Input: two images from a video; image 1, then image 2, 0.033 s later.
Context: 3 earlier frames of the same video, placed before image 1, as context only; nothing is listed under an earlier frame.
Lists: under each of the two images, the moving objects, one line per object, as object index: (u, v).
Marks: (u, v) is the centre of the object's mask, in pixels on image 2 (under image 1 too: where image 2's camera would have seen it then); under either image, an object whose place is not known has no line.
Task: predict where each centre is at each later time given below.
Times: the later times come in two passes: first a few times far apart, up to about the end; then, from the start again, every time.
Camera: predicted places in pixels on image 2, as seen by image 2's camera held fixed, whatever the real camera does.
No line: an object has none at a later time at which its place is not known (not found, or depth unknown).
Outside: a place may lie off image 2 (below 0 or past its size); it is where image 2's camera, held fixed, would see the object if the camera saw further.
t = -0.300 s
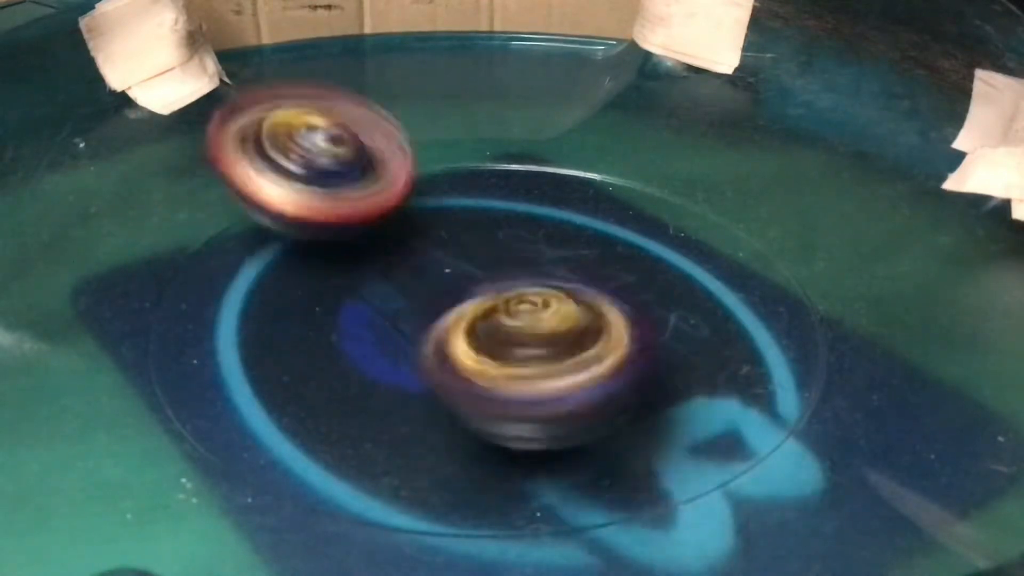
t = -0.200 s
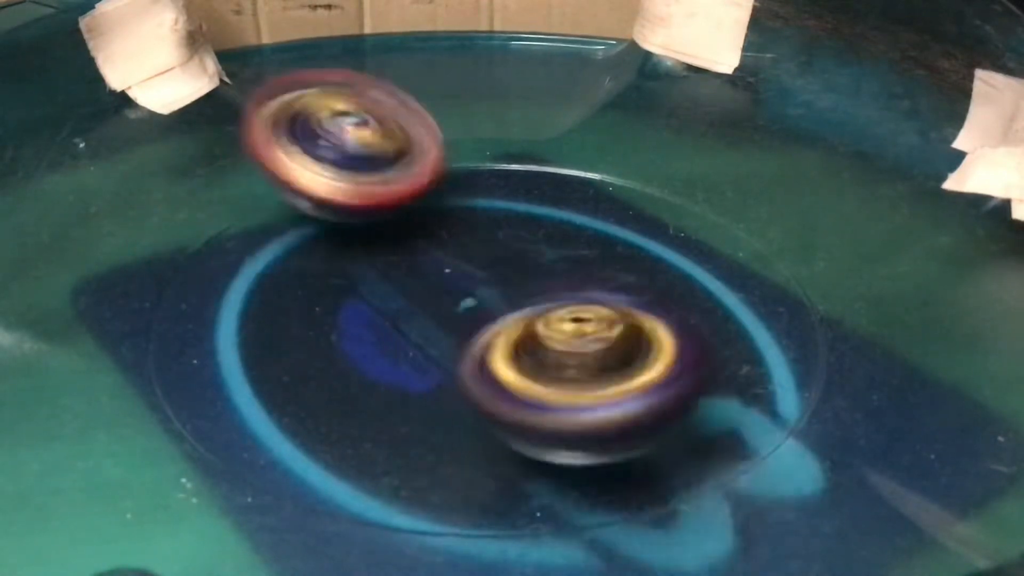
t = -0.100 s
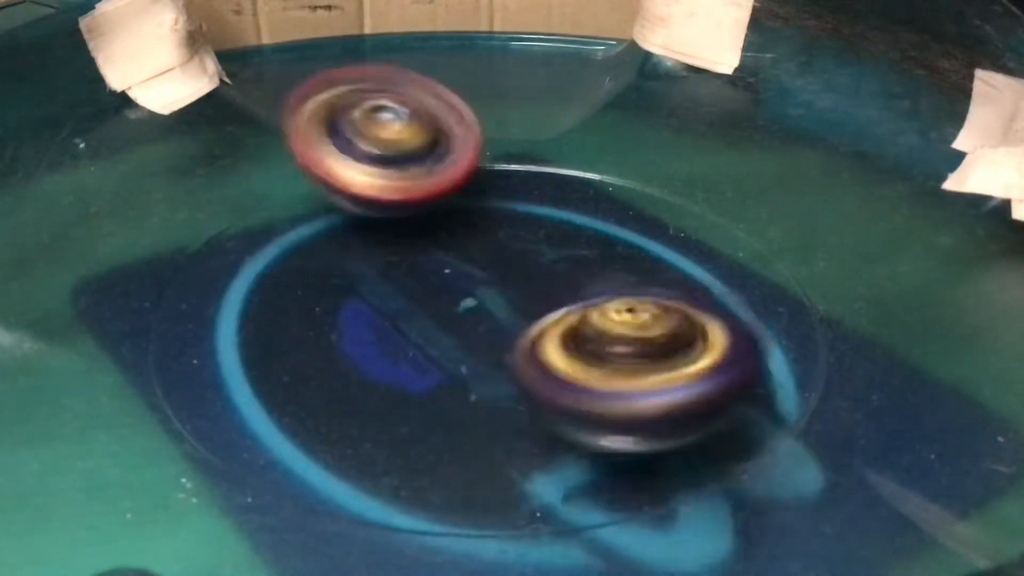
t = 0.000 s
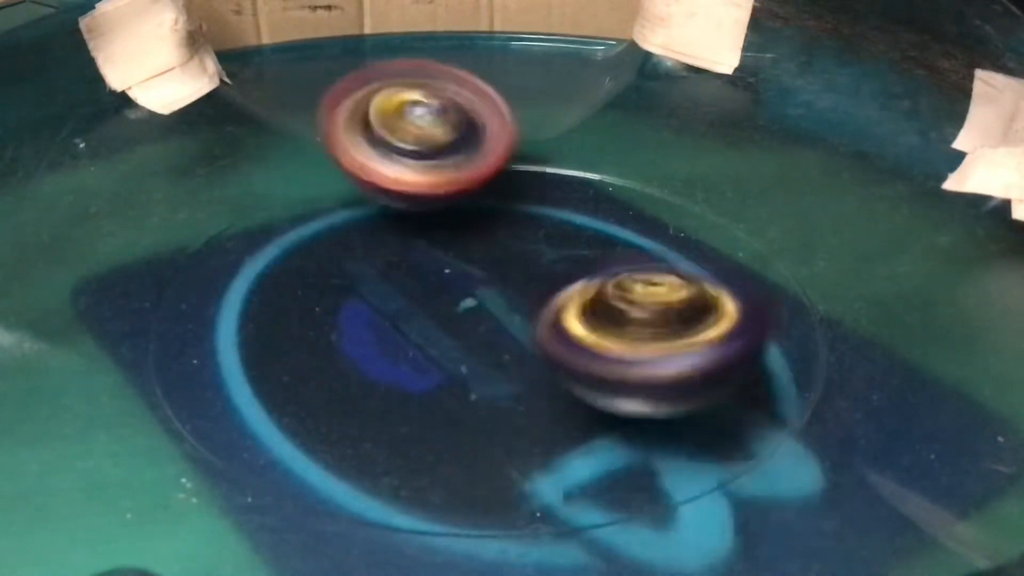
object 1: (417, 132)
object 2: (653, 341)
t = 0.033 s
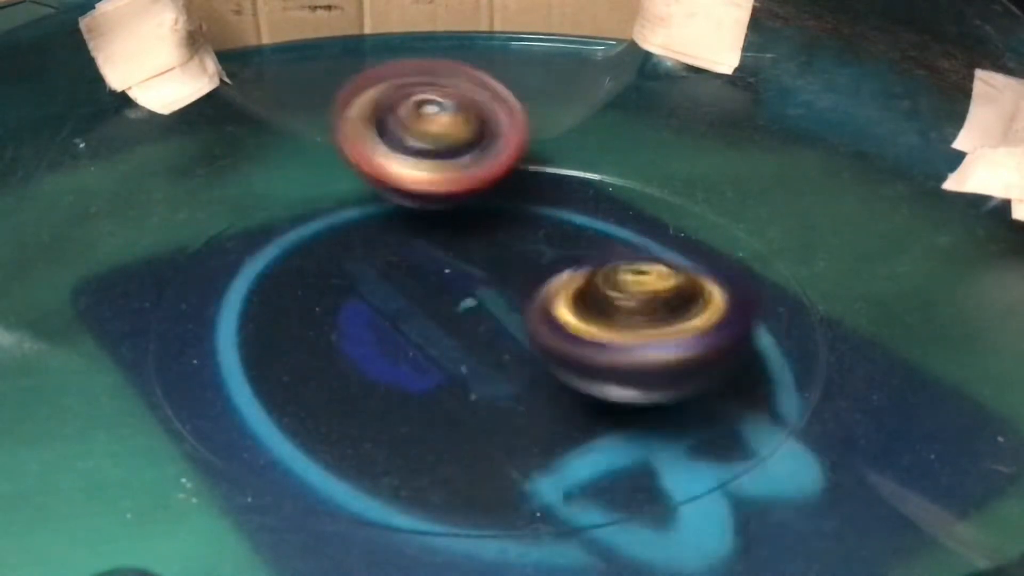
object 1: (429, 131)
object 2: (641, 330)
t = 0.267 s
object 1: (520, 145)
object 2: (475, 289)
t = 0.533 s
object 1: (625, 203)
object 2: (320, 317)
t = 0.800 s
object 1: (718, 263)
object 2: (421, 356)
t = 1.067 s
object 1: (797, 308)
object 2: (438, 261)
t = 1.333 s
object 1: (712, 343)
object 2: (321, 218)
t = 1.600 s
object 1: (529, 389)
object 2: (370, 268)
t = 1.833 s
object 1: (410, 436)
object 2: (413, 198)
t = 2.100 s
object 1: (331, 386)
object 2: (418, 159)
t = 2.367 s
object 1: (306, 298)
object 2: (507, 236)
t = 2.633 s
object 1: (312, 224)
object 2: (656, 261)
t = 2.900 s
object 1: (377, 194)
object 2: (675, 265)
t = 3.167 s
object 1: (484, 196)
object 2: (558, 327)
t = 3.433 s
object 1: (587, 223)
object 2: (520, 394)
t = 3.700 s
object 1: (696, 240)
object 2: (411, 383)
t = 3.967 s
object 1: (744, 259)
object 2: (234, 366)
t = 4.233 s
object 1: (620, 325)
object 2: (256, 304)
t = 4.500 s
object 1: (443, 389)
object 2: (294, 232)
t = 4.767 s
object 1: (356, 388)
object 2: (409, 197)
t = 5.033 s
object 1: (354, 320)
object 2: (536, 194)
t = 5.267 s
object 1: (364, 240)
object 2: (634, 222)
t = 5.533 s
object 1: (392, 195)
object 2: (691, 286)
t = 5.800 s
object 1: (468, 208)
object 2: (652, 361)
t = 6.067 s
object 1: (582, 249)
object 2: (512, 398)
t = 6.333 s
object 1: (654, 282)
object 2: (358, 369)
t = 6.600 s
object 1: (622, 319)
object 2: (285, 300)
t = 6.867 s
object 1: (508, 341)
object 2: (323, 236)
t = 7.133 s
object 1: (391, 338)
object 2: (425, 196)
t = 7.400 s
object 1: (353, 311)
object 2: (540, 201)
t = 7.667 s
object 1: (393, 273)
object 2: (634, 238)
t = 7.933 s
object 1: (395, 217)
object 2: (792, 311)
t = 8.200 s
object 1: (449, 210)
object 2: (691, 353)
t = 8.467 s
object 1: (539, 236)
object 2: (539, 379)
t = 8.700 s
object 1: (598, 212)
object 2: (338, 353)
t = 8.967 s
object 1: (572, 243)
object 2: (202, 327)
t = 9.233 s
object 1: (508, 309)
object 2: (213, 310)
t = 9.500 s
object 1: (586, 362)
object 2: (274, 298)
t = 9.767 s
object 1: (616, 368)
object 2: (539, 213)
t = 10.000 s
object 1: (600, 342)
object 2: (465, 174)
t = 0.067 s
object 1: (440, 130)
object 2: (623, 320)
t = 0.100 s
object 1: (452, 131)
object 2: (601, 311)
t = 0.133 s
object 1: (464, 133)
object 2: (576, 303)
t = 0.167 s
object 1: (478, 137)
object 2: (554, 297)
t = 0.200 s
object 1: (490, 140)
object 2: (526, 292)
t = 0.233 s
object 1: (505, 140)
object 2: (499, 290)
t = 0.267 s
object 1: (520, 145)
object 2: (475, 289)
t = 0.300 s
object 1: (534, 154)
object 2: (450, 289)
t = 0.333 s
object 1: (546, 162)
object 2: (426, 289)
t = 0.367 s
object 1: (558, 167)
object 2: (404, 291)
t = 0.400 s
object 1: (572, 173)
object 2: (380, 294)
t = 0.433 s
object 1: (586, 181)
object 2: (363, 299)
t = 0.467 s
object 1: (599, 187)
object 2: (348, 303)
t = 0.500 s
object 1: (611, 195)
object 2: (334, 309)
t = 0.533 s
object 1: (625, 203)
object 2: (320, 317)
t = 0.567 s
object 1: (638, 210)
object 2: (312, 325)
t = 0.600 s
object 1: (651, 218)
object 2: (307, 334)
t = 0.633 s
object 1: (664, 225)
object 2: (310, 343)
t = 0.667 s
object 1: (675, 233)
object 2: (322, 352)
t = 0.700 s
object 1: (685, 240)
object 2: (345, 358)
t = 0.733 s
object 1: (696, 247)
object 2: (366, 363)
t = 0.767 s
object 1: (708, 254)
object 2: (393, 361)
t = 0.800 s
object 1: (718, 263)
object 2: (421, 356)
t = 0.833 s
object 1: (725, 269)
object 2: (446, 346)
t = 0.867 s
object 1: (732, 276)
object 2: (463, 337)
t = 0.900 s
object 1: (739, 283)
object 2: (477, 325)
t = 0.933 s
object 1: (743, 289)
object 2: (486, 312)
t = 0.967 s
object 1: (756, 296)
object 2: (482, 298)
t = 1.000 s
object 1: (776, 300)
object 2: (464, 283)
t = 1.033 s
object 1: (790, 305)
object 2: (449, 272)
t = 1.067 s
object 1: (797, 308)
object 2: (438, 261)
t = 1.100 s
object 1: (794, 310)
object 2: (425, 252)
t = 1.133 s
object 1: (788, 314)
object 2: (409, 244)
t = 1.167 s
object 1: (782, 317)
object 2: (395, 236)
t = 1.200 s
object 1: (773, 321)
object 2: (382, 230)
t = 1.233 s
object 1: (762, 325)
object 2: (364, 225)
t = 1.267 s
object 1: (747, 331)
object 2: (351, 220)
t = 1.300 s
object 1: (729, 336)
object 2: (336, 218)
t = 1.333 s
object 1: (712, 343)
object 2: (321, 218)
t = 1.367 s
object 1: (689, 346)
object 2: (308, 220)
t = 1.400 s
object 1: (666, 350)
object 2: (297, 226)
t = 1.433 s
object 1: (644, 355)
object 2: (294, 236)
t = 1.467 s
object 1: (620, 360)
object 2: (298, 248)
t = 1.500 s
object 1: (595, 362)
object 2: (310, 258)
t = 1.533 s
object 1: (571, 366)
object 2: (330, 269)
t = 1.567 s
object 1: (545, 371)
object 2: (353, 275)
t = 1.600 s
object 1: (529, 389)
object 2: (370, 268)
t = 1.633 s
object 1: (514, 401)
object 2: (381, 259)
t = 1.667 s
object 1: (493, 412)
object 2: (386, 244)
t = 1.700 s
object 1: (472, 418)
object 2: (394, 234)
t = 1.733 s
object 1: (454, 426)
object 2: (399, 224)
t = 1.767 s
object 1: (438, 430)
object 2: (405, 215)
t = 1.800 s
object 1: (424, 433)
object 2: (411, 206)
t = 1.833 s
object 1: (410, 436)
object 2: (413, 198)
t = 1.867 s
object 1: (398, 433)
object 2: (414, 189)
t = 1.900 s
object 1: (388, 428)
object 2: (416, 180)
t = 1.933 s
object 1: (377, 424)
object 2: (419, 165)
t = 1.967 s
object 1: (365, 418)
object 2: (421, 160)
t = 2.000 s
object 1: (357, 413)
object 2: (423, 161)
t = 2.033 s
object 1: (347, 404)
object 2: (419, 154)
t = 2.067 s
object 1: (340, 397)
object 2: (417, 155)
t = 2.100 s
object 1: (331, 386)
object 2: (418, 159)
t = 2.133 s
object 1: (325, 377)
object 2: (419, 167)
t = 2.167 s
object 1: (321, 367)
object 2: (427, 182)
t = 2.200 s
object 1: (317, 355)
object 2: (435, 194)
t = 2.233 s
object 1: (315, 345)
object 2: (446, 204)
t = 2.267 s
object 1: (312, 333)
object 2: (459, 207)
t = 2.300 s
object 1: (309, 322)
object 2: (474, 214)
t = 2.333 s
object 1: (308, 311)
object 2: (490, 229)
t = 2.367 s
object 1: (306, 298)
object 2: (507, 236)
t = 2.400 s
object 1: (305, 288)
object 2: (526, 242)
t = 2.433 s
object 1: (302, 275)
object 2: (544, 248)
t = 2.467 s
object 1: (303, 266)
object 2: (565, 251)
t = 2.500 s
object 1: (304, 256)
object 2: (584, 254)
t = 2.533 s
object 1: (303, 245)
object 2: (602, 257)
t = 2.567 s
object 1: (306, 238)
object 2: (620, 260)
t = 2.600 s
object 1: (308, 229)
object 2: (639, 260)
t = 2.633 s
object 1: (312, 224)
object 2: (656, 261)
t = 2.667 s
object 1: (316, 217)
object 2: (672, 262)
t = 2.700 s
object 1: (321, 211)
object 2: (685, 261)
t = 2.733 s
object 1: (328, 206)
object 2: (696, 259)
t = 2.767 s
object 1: (336, 202)
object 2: (703, 258)
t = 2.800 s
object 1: (344, 199)
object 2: (703, 258)
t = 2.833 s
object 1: (354, 196)
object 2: (700, 259)
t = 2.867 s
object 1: (366, 195)
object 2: (689, 261)
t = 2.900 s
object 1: (377, 194)
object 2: (675, 265)
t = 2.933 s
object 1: (389, 193)
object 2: (658, 269)
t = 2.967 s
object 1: (404, 194)
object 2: (641, 276)
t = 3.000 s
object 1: (416, 193)
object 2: (625, 283)
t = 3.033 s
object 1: (431, 194)
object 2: (609, 291)
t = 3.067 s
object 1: (444, 195)
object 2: (593, 301)
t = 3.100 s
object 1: (458, 195)
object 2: (581, 309)
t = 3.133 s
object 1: (472, 195)
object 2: (570, 317)
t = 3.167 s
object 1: (484, 196)
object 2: (558, 327)
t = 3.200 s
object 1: (501, 198)
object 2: (547, 338)
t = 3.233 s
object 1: (512, 200)
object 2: (538, 348)
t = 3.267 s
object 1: (526, 203)
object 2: (529, 357)
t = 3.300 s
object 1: (538, 204)
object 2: (524, 365)
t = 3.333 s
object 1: (553, 207)
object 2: (519, 375)
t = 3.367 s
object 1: (564, 214)
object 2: (516, 384)
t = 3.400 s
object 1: (573, 219)
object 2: (517, 390)
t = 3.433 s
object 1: (587, 223)
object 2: (520, 394)
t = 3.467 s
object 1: (596, 227)
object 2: (524, 397)
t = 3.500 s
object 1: (607, 231)
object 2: (527, 396)
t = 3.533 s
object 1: (616, 236)
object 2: (529, 393)
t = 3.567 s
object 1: (626, 240)
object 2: (530, 389)
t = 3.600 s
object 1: (634, 244)
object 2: (532, 380)
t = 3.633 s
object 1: (641, 247)
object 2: (524, 372)
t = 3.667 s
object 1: (662, 245)
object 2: (475, 373)
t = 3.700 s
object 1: (696, 240)
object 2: (411, 383)
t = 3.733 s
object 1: (718, 236)
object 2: (359, 383)
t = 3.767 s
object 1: (729, 236)
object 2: (315, 384)
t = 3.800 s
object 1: (737, 238)
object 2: (284, 379)
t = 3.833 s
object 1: (746, 240)
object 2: (263, 377)
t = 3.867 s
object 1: (749, 244)
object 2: (246, 375)
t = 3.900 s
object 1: (751, 248)
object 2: (229, 374)
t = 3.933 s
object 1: (748, 253)
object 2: (224, 369)
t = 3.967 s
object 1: (744, 259)
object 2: (234, 366)
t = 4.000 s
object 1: (735, 264)
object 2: (240, 359)
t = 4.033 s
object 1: (724, 272)
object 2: (246, 353)
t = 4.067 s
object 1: (712, 278)
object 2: (256, 345)
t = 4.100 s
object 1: (696, 288)
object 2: (258, 337)
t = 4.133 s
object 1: (679, 296)
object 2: (258, 330)
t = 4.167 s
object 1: (659, 307)
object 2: (257, 321)
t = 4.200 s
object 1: (637, 315)
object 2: (257, 312)
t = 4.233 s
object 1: (620, 325)
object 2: (256, 304)
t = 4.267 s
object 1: (593, 336)
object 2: (253, 292)
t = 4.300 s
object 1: (575, 343)
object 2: (256, 283)
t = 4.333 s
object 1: (552, 353)
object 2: (258, 275)
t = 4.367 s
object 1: (529, 361)
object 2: (263, 266)
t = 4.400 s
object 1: (508, 369)
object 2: (269, 256)
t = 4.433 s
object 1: (483, 377)
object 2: (276, 247)
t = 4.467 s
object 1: (463, 384)
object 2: (283, 239)
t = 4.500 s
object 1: (443, 389)
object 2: (294, 232)
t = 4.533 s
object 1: (424, 394)
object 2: (308, 224)
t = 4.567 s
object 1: (409, 396)
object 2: (320, 219)
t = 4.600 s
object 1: (398, 399)
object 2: (332, 214)
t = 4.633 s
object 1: (386, 398)
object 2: (348, 210)
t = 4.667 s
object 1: (378, 398)
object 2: (364, 206)
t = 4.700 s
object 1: (368, 395)
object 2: (378, 202)
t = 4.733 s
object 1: (361, 393)
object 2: (394, 200)
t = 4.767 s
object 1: (356, 388)
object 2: (409, 197)
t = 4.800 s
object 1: (350, 382)
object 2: (424, 195)
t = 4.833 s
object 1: (348, 377)
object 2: (441, 193)
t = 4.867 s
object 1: (345, 367)
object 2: (457, 192)
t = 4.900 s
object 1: (347, 361)
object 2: (472, 191)
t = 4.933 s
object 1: (347, 351)
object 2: (488, 191)
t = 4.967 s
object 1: (349, 342)
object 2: (505, 192)
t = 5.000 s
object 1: (351, 331)
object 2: (521, 192)
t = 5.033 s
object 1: (354, 320)
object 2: (536, 194)
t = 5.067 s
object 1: (357, 310)
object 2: (552, 196)
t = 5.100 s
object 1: (357, 296)
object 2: (565, 200)
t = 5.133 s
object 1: (359, 286)
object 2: (580, 204)
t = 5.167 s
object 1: (359, 273)
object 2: (596, 207)
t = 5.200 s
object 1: (362, 262)
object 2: (610, 212)
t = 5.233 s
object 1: (362, 251)
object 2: (622, 217)
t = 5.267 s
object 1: (364, 240)
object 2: (634, 222)
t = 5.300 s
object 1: (366, 231)
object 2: (646, 229)
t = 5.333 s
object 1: (367, 222)
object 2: (656, 236)
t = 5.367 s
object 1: (370, 216)
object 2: (665, 242)
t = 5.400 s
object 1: (372, 209)
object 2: (674, 250)
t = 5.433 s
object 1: (376, 204)
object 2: (680, 259)
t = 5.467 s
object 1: (380, 200)
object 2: (685, 268)
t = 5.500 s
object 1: (386, 197)
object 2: (689, 277)
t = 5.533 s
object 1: (392, 195)
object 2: (691, 286)
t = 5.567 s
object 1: (399, 193)
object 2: (691, 296)
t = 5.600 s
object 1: (407, 193)
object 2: (691, 305)
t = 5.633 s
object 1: (415, 193)
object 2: (689, 315)
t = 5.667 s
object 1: (427, 195)
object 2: (684, 326)
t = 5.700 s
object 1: (434, 197)
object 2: (678, 335)
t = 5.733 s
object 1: (444, 200)
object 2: (672, 344)
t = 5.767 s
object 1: (455, 203)
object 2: (662, 354)
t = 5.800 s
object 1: (468, 208)
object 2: (652, 361)
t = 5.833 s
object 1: (480, 213)
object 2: (639, 369)
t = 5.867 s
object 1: (490, 217)
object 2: (624, 376)
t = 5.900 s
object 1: (507, 222)
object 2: (607, 382)
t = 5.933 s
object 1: (521, 229)
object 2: (591, 387)
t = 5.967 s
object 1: (534, 233)
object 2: (571, 391)
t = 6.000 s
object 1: (550, 234)
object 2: (551, 395)
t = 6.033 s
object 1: (567, 238)
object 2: (531, 397)
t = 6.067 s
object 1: (582, 249)
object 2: (512, 398)
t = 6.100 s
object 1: (593, 254)
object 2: (489, 398)
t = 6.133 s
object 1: (606, 259)
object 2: (469, 397)
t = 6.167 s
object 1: (619, 261)
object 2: (448, 393)
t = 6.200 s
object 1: (629, 266)
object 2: (427, 391)
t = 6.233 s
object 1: (637, 270)
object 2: (409, 387)
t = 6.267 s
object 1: (643, 273)
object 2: (388, 382)
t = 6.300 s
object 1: (651, 279)
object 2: (371, 376)
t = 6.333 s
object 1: (654, 282)
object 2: (358, 369)
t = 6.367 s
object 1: (656, 287)
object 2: (343, 362)
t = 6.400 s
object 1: (657, 292)
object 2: (328, 354)
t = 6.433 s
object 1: (655, 296)
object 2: (317, 347)
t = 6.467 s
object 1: (652, 302)
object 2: (311, 335)
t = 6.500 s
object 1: (646, 306)
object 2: (299, 328)
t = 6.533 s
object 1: (639, 311)
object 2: (294, 318)
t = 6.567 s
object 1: (631, 315)
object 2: (289, 309)
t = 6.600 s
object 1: (622, 319)
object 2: (285, 300)
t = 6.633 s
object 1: (612, 322)
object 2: (286, 291)
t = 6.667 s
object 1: (598, 325)
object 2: (288, 283)
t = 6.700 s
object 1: (586, 329)
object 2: (291, 275)
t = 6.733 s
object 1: (571, 331)
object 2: (295, 266)
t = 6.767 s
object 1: (557, 334)
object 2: (300, 258)
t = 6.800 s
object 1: (542, 336)
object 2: (309, 251)
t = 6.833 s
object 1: (523, 338)
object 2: (316, 244)
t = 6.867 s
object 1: (508, 341)
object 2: (323, 236)
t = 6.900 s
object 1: (490, 341)
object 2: (333, 229)
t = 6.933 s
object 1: (475, 342)
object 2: (343, 222)
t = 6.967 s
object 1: (458, 343)
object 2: (353, 215)
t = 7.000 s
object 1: (441, 341)
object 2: (366, 209)
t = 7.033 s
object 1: (429, 342)
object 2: (382, 205)
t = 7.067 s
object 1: (413, 340)
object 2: (394, 201)
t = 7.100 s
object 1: (403, 340)
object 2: (410, 198)
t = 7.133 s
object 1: (391, 338)
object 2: (425, 196)
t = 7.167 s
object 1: (380, 335)
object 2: (439, 195)
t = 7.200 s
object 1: (373, 334)
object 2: (454, 195)
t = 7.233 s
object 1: (366, 330)
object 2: (468, 195)
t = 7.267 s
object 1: (362, 328)
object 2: (482, 196)
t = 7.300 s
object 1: (359, 324)
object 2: (498, 196)
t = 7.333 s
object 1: (352, 319)
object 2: (510, 197)
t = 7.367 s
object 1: (352, 317)
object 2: (525, 199)
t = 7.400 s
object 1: (353, 311)
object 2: (540, 201)
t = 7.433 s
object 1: (354, 306)
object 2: (552, 204)
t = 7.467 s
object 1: (358, 303)
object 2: (566, 207)
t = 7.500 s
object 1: (362, 297)
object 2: (579, 211)
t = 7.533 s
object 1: (367, 293)
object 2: (591, 216)
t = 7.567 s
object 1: (373, 288)
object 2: (603, 221)
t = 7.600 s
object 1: (380, 283)
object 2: (615, 226)
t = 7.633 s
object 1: (386, 279)
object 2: (625, 233)
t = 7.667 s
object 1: (393, 273)
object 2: (634, 238)
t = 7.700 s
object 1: (403, 268)
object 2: (643, 245)
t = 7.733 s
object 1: (412, 264)
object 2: (650, 253)
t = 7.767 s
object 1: (421, 258)
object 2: (655, 261)
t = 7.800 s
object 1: (429, 255)
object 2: (663, 271)
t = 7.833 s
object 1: (409, 242)
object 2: (696, 282)
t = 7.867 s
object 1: (398, 228)
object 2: (741, 295)
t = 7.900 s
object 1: (393, 222)
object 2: (774, 303)
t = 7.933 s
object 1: (395, 217)
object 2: (792, 311)
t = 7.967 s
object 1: (398, 212)
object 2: (793, 316)
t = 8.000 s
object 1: (405, 210)
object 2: (781, 321)
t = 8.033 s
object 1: (411, 208)
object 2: (767, 325)
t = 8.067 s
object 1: (418, 206)
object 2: (753, 332)
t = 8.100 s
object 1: (425, 206)
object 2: (739, 337)
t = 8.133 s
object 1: (431, 206)
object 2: (724, 342)
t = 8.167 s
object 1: (440, 208)
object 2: (708, 348)
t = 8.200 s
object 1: (449, 210)
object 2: (691, 353)
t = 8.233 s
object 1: (455, 212)
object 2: (673, 360)
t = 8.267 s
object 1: (467, 215)
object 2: (659, 362)
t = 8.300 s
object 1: (477, 220)
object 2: (642, 365)
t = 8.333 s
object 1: (486, 224)
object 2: (623, 368)
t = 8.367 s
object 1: (498, 229)
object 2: (602, 369)
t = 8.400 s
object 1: (509, 234)
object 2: (583, 370)
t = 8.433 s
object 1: (520, 235)
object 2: (564, 368)
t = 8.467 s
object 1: (539, 236)
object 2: (539, 379)
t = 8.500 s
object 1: (561, 235)
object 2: (500, 384)
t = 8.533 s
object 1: (567, 229)
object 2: (471, 382)
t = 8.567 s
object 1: (577, 224)
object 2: (439, 380)
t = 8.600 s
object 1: (585, 220)
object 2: (416, 373)
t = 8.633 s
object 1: (592, 216)
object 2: (393, 366)
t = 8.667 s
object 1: (594, 214)
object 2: (362, 359)
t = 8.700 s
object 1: (598, 212)
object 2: (338, 353)
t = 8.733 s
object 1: (600, 212)
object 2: (308, 346)
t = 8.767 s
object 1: (599, 213)
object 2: (280, 341)
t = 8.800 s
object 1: (597, 216)
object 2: (257, 335)
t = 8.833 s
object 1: (596, 220)
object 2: (235, 334)
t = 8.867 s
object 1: (589, 224)
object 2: (219, 334)
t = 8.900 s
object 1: (585, 228)
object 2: (209, 333)
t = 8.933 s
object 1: (580, 236)
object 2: (205, 332)
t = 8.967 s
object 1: (572, 243)
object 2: (202, 327)
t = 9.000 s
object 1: (564, 250)
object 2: (195, 327)
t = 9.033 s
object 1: (558, 259)
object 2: (198, 331)
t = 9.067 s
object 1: (551, 268)
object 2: (192, 329)
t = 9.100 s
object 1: (541, 277)
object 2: (191, 326)
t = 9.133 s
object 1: (534, 285)
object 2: (192, 321)
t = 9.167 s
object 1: (528, 294)
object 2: (196, 317)
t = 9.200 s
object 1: (517, 302)
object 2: (204, 313)
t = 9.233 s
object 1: (508, 309)
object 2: (213, 310)
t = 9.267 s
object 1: (501, 317)
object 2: (226, 309)
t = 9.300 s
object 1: (515, 328)
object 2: (227, 306)
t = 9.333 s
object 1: (529, 336)
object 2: (212, 295)
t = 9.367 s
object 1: (546, 343)
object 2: (212, 290)
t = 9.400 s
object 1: (561, 350)
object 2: (230, 289)
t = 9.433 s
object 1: (566, 354)
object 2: (246, 292)
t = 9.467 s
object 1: (573, 359)
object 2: (261, 297)
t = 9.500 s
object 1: (586, 362)
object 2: (274, 298)
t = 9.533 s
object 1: (597, 366)
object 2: (296, 302)
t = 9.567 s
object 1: (597, 367)
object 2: (328, 302)
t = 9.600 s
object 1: (599, 367)
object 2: (364, 302)
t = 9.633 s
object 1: (602, 366)
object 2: (402, 294)
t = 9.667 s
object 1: (608, 368)
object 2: (441, 276)
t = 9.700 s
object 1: (606, 375)
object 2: (482, 255)
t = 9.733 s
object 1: (610, 370)
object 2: (514, 233)
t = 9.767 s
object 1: (616, 368)
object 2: (539, 213)
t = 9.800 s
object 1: (623, 368)
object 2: (554, 196)
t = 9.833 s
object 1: (622, 366)
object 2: (558, 176)
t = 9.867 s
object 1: (623, 363)
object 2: (548, 164)
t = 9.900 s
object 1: (624, 358)
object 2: (534, 154)
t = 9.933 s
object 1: (616, 351)
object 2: (511, 156)
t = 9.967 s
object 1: (609, 347)
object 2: (487, 161)
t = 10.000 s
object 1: (600, 342)
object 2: (465, 174)
